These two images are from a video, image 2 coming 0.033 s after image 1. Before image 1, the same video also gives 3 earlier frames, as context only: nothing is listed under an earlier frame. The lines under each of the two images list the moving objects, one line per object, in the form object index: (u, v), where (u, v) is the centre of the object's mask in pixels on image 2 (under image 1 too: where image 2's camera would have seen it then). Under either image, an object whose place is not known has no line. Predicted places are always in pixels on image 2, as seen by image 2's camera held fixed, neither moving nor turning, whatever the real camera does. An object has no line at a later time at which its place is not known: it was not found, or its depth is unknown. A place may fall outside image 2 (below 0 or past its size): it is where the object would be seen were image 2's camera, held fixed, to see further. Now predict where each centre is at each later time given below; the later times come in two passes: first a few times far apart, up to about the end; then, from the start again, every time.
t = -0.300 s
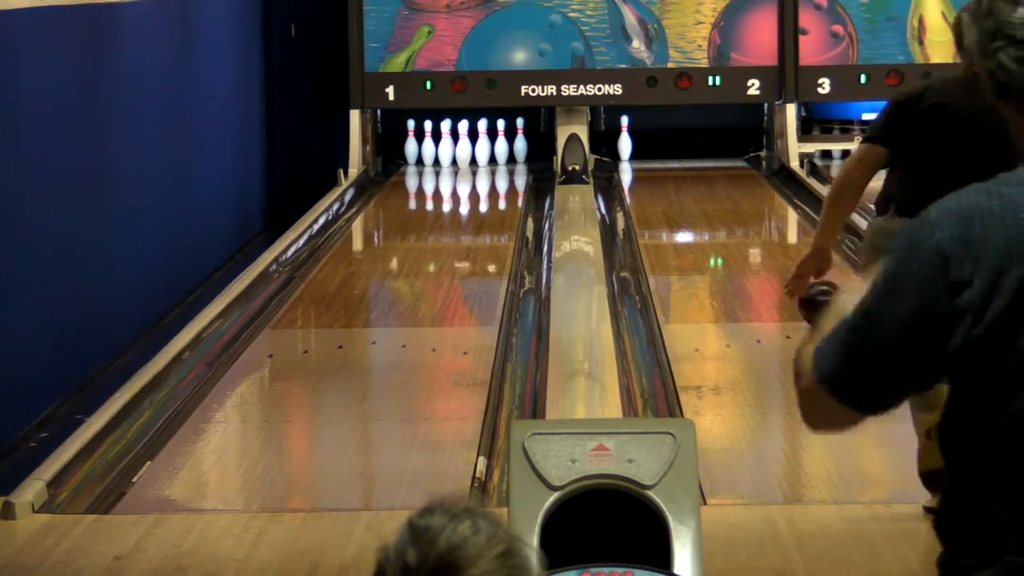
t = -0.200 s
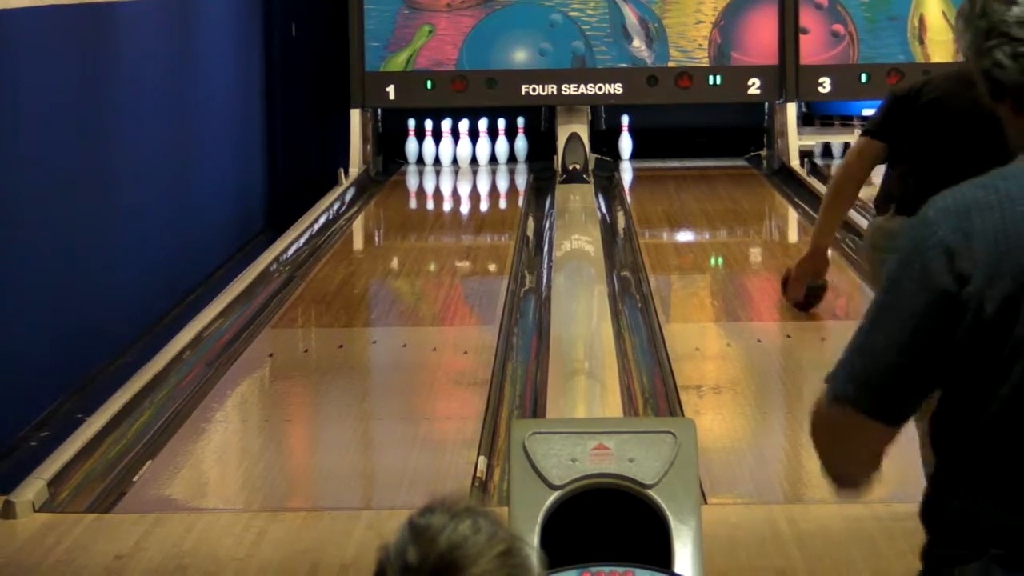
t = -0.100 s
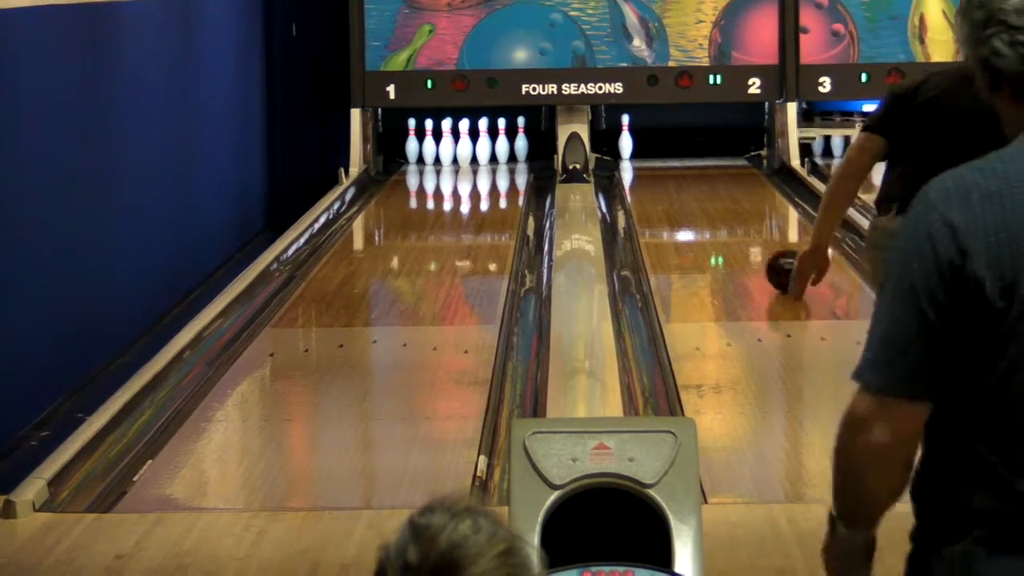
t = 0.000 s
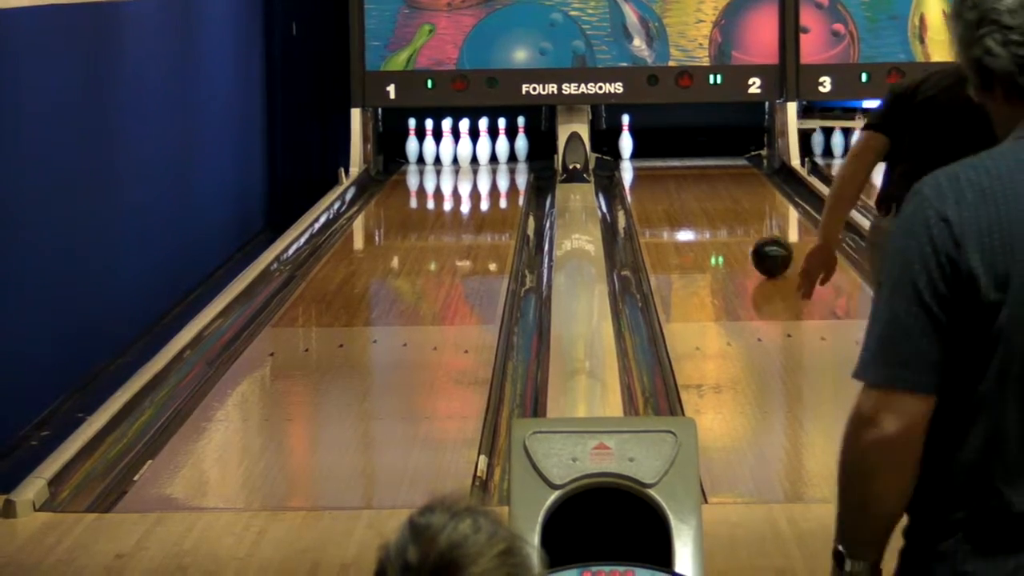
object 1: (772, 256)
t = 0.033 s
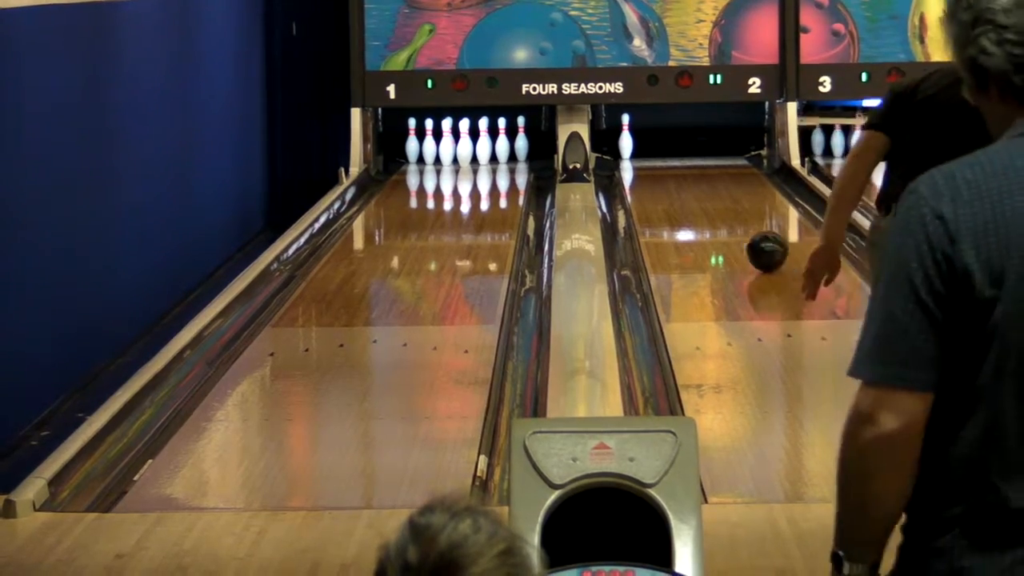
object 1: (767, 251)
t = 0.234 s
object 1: (741, 228)
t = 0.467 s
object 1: (715, 207)
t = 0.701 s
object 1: (693, 188)
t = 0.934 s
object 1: (672, 172)
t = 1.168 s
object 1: (653, 159)
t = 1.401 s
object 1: (633, 149)
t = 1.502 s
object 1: (623, 148)
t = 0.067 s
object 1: (763, 247)
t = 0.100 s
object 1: (758, 244)
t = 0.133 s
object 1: (753, 239)
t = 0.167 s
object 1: (749, 236)
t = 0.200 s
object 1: (745, 232)
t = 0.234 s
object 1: (741, 228)
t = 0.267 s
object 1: (736, 225)
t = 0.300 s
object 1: (733, 222)
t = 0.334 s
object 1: (729, 218)
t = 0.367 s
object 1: (726, 215)
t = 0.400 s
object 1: (722, 212)
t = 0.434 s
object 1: (719, 210)
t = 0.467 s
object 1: (715, 207)
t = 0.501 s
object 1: (711, 204)
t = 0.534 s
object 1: (708, 201)
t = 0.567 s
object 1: (704, 198)
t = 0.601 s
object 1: (702, 195)
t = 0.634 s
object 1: (699, 193)
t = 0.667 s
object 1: (695, 191)
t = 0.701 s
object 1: (693, 188)
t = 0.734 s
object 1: (689, 186)
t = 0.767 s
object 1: (686, 184)
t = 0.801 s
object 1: (683, 182)
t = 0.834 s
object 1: (680, 179)
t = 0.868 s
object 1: (677, 176)
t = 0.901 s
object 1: (674, 174)
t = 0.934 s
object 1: (672, 172)
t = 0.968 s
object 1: (670, 170)
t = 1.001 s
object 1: (667, 168)
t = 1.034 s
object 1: (664, 166)
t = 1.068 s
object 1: (661, 164)
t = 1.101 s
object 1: (658, 163)
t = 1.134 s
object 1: (656, 162)
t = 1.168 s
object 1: (653, 159)
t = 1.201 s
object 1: (650, 157)
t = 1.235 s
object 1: (647, 156)
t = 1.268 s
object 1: (645, 155)
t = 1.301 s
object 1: (641, 153)
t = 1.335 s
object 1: (639, 151)
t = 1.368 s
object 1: (636, 151)
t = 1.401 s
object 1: (633, 149)
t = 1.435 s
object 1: (630, 148)
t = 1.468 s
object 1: (626, 148)
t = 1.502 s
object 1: (623, 148)
